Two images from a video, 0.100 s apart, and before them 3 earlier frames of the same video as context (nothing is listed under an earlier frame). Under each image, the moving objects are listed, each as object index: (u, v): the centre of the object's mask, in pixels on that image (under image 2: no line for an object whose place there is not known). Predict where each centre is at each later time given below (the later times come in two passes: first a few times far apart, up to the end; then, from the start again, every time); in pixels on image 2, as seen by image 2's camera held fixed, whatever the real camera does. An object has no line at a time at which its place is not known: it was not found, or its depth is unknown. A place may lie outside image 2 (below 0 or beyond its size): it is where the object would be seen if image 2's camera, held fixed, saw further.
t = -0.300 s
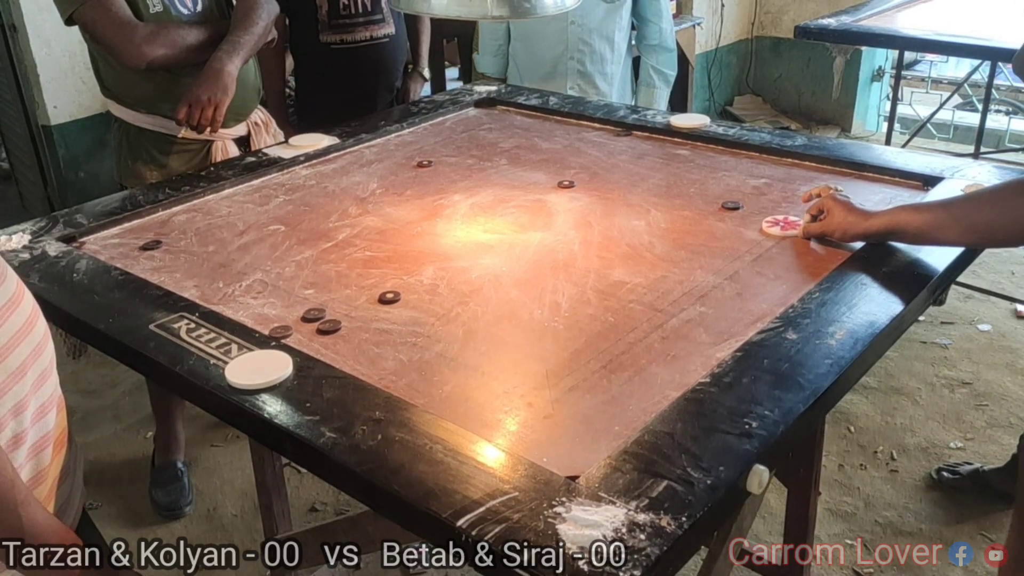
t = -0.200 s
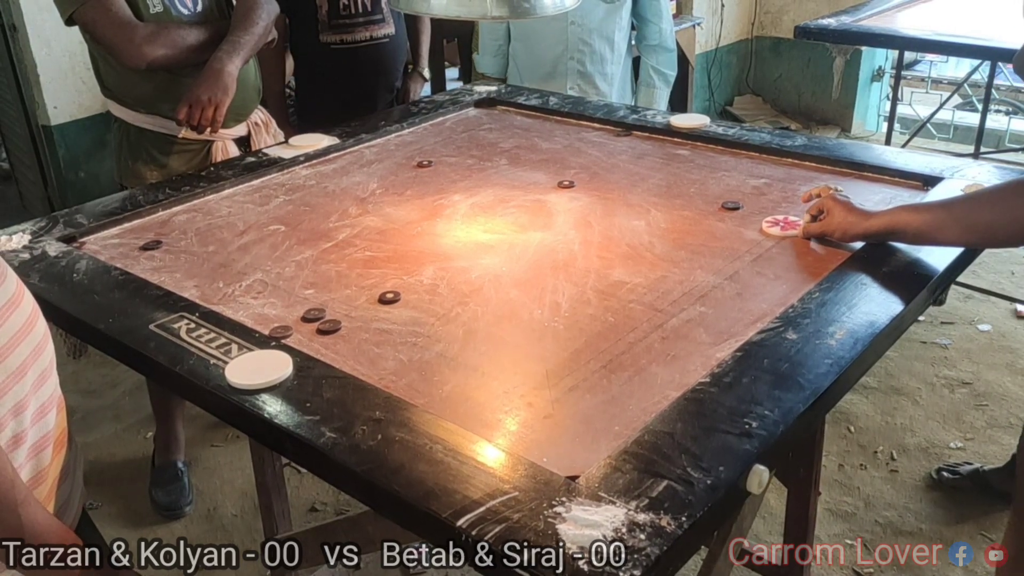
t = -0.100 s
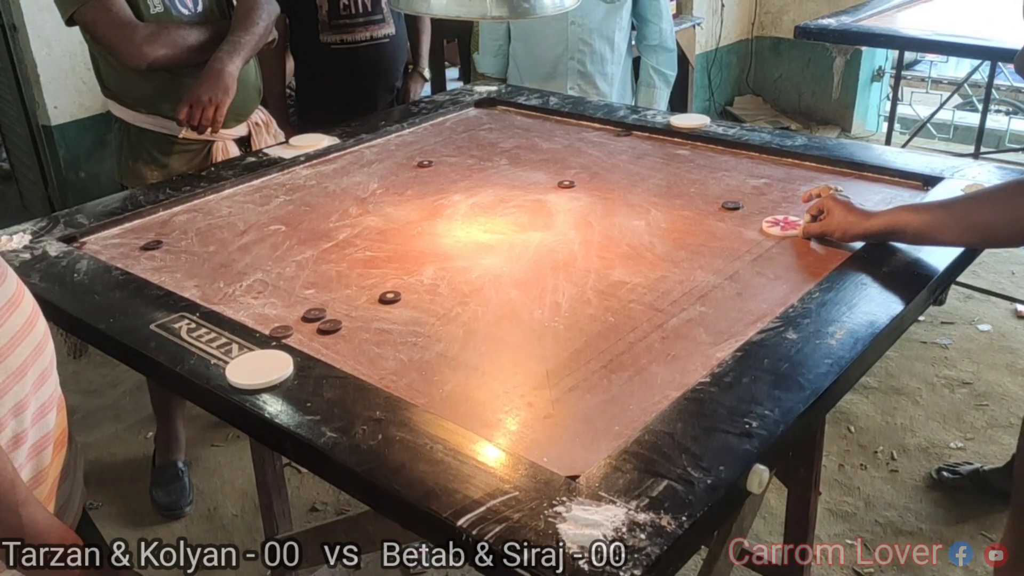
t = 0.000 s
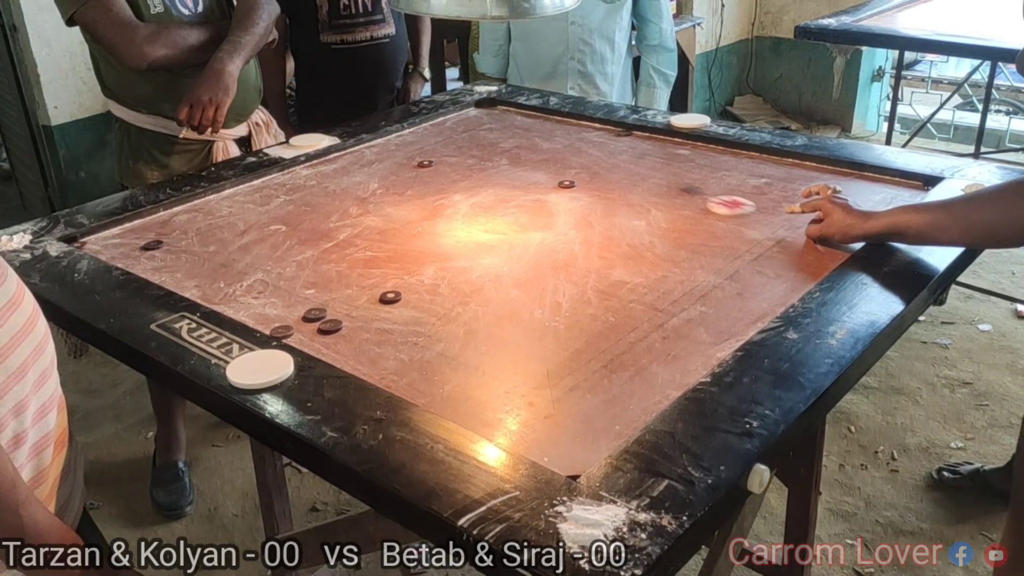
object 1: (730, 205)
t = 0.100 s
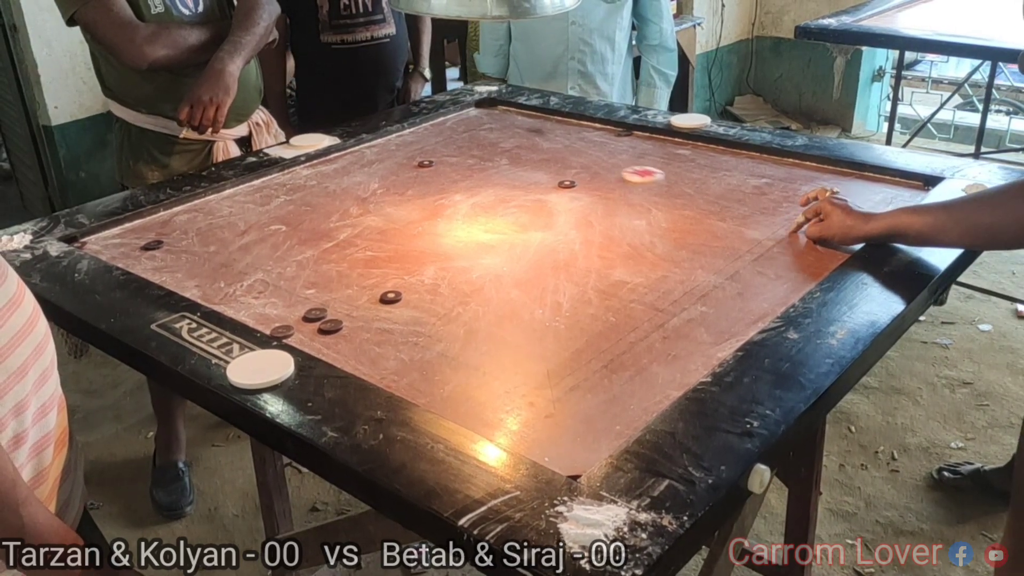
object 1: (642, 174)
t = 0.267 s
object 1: (531, 136)
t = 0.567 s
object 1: (570, 126)
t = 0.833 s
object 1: (647, 146)
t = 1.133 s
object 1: (683, 158)
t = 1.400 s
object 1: (685, 158)
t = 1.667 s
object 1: (685, 158)
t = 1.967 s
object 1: (685, 157)
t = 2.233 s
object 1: (685, 158)
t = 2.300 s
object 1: (685, 158)
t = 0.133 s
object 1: (617, 166)
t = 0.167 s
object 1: (593, 158)
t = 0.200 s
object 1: (571, 150)
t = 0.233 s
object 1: (551, 142)
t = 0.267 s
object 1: (531, 136)
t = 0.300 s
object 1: (512, 129)
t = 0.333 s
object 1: (496, 123)
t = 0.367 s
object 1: (480, 117)
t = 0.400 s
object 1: (477, 115)
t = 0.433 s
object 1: (495, 117)
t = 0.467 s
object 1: (514, 119)
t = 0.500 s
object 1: (533, 122)
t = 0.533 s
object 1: (552, 124)
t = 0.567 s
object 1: (570, 126)
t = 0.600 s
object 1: (589, 129)
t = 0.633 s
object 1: (603, 131)
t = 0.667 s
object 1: (612, 134)
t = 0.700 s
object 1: (620, 137)
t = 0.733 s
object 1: (627, 139)
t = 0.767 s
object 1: (634, 142)
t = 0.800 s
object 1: (641, 144)
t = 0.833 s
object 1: (647, 146)
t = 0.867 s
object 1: (653, 148)
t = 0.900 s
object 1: (658, 150)
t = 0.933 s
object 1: (663, 151)
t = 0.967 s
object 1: (667, 153)
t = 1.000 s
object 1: (671, 154)
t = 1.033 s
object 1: (675, 155)
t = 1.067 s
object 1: (678, 156)
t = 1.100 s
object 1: (681, 157)
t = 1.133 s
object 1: (683, 158)
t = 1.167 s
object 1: (684, 158)
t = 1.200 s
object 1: (684, 158)
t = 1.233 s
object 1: (685, 158)
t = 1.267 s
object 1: (685, 158)
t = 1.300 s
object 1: (685, 158)
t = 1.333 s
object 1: (685, 158)
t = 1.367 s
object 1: (685, 158)
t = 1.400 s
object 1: (685, 158)
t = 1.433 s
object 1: (685, 158)
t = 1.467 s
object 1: (685, 158)
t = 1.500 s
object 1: (685, 158)
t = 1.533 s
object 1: (685, 158)
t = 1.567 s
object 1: (685, 158)
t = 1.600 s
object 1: (685, 158)
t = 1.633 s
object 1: (685, 158)
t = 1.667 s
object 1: (685, 158)
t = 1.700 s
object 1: (685, 158)
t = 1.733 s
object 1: (685, 158)
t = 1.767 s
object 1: (685, 157)
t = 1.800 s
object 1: (685, 158)
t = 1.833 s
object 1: (685, 157)
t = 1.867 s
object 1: (685, 157)
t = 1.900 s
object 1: (685, 157)
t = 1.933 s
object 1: (685, 157)
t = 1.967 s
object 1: (685, 157)
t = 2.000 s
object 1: (685, 157)
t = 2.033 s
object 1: (685, 157)
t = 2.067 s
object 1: (685, 158)
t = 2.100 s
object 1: (685, 158)
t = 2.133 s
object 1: (685, 158)
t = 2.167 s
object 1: (685, 157)
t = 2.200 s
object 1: (685, 158)
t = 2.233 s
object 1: (685, 158)
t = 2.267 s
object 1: (685, 158)
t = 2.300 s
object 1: (685, 158)
